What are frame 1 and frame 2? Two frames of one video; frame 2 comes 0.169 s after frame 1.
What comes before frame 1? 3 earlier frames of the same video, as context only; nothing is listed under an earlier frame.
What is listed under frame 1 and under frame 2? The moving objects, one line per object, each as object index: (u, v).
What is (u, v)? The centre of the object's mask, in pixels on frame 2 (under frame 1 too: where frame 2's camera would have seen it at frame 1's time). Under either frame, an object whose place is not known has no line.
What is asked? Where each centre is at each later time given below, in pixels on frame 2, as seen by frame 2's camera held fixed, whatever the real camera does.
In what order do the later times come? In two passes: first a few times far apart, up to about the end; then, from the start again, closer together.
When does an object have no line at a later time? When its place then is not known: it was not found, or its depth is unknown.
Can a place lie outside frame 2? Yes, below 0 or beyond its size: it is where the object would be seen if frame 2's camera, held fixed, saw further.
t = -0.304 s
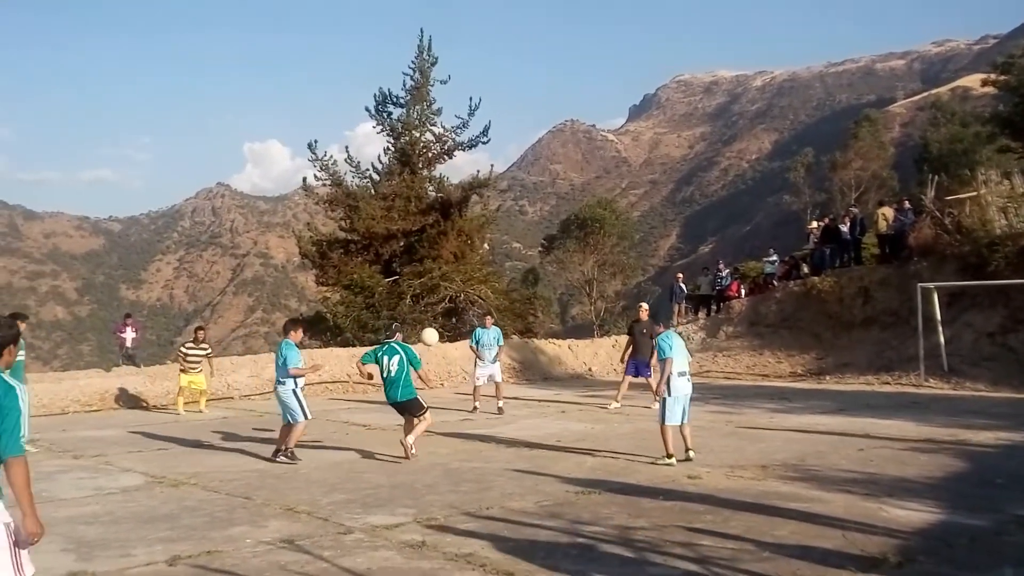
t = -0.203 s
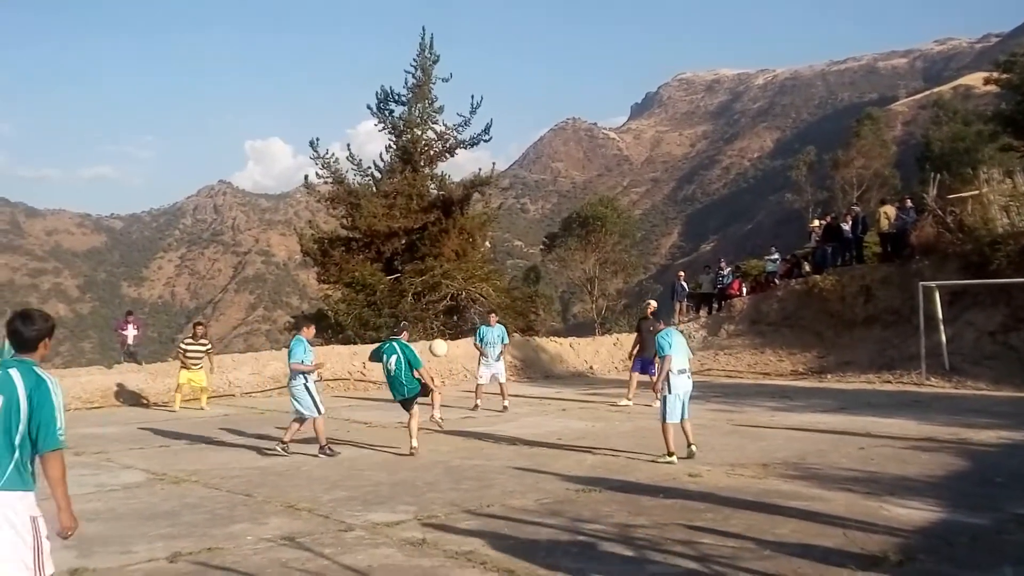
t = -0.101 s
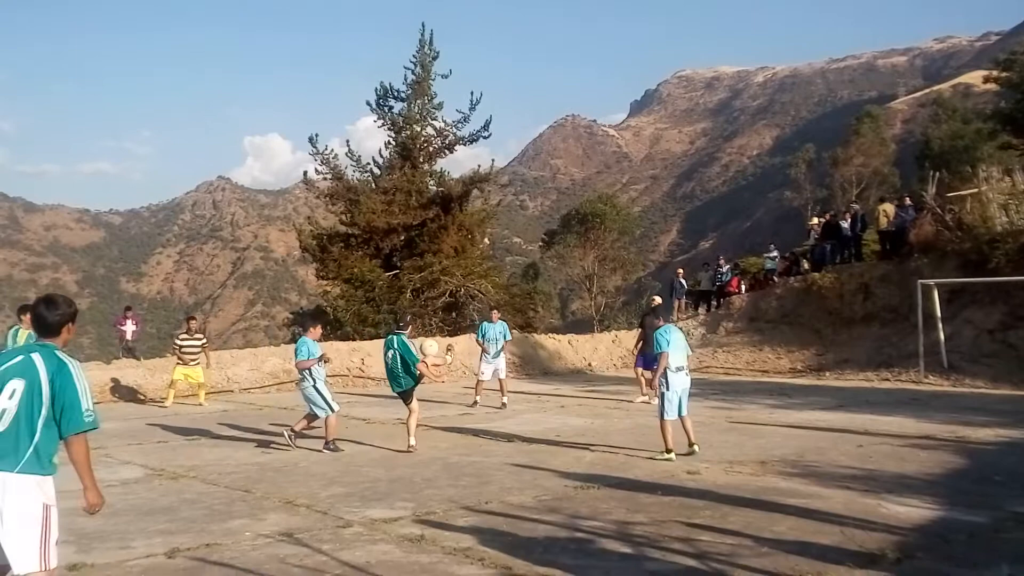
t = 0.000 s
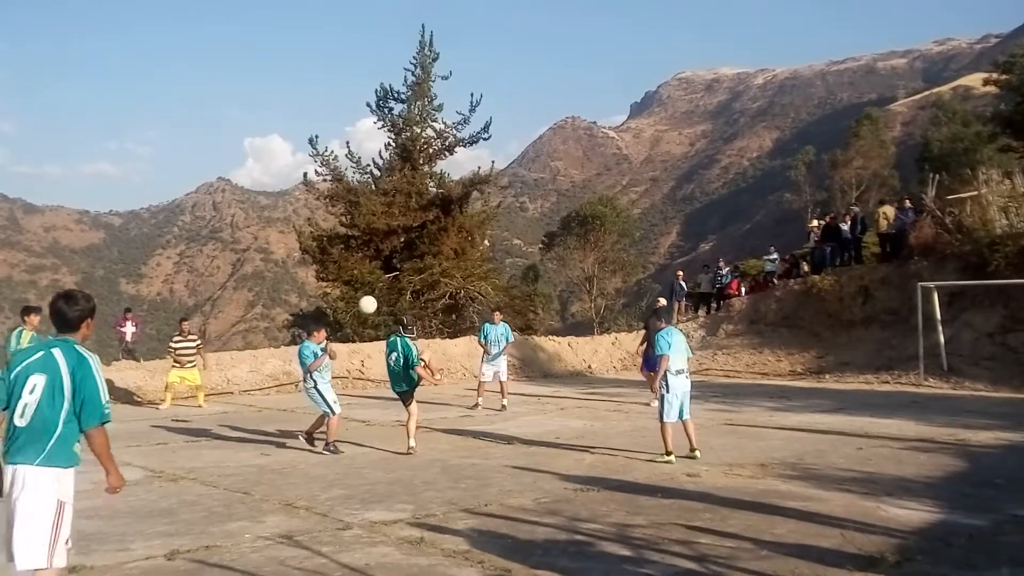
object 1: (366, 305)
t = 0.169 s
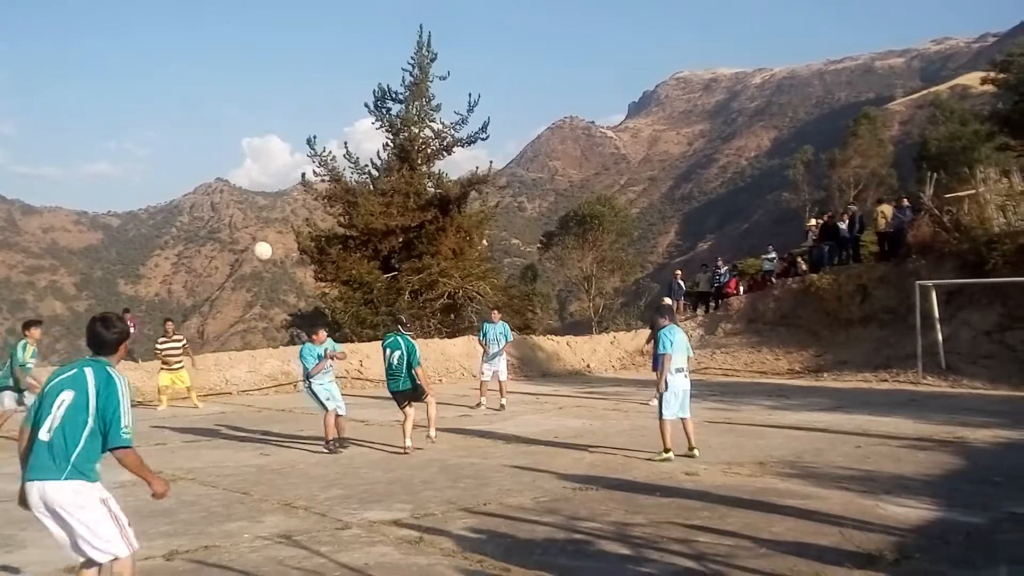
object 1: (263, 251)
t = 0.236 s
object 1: (220, 236)
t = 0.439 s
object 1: (88, 219)
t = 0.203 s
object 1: (241, 243)
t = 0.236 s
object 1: (220, 236)
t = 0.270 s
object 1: (198, 231)
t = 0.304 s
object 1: (176, 226)
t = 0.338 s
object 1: (154, 223)
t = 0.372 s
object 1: (132, 220)
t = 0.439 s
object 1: (88, 219)
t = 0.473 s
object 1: (66, 220)
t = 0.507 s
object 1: (43, 222)
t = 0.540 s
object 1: (20, 225)
